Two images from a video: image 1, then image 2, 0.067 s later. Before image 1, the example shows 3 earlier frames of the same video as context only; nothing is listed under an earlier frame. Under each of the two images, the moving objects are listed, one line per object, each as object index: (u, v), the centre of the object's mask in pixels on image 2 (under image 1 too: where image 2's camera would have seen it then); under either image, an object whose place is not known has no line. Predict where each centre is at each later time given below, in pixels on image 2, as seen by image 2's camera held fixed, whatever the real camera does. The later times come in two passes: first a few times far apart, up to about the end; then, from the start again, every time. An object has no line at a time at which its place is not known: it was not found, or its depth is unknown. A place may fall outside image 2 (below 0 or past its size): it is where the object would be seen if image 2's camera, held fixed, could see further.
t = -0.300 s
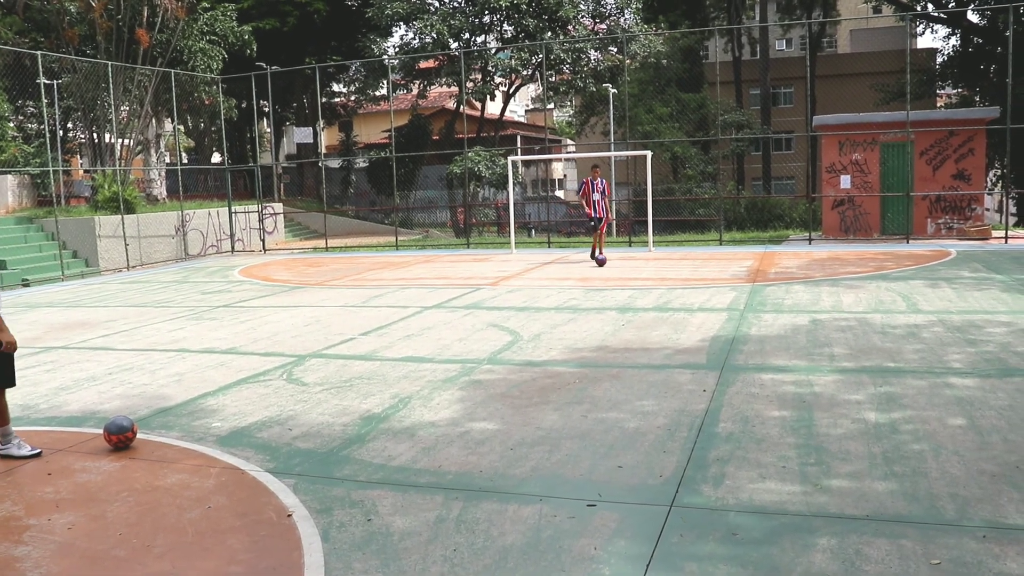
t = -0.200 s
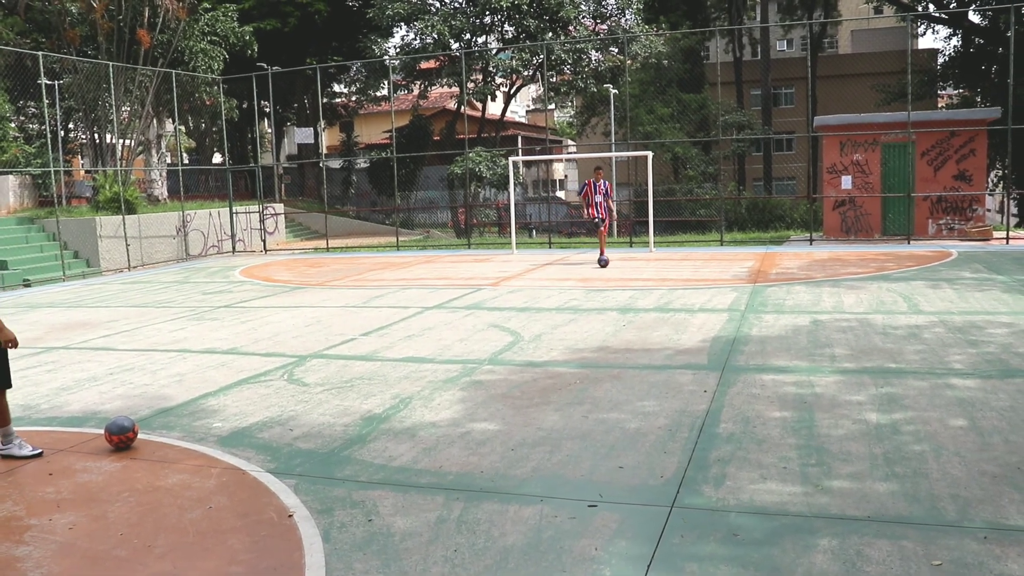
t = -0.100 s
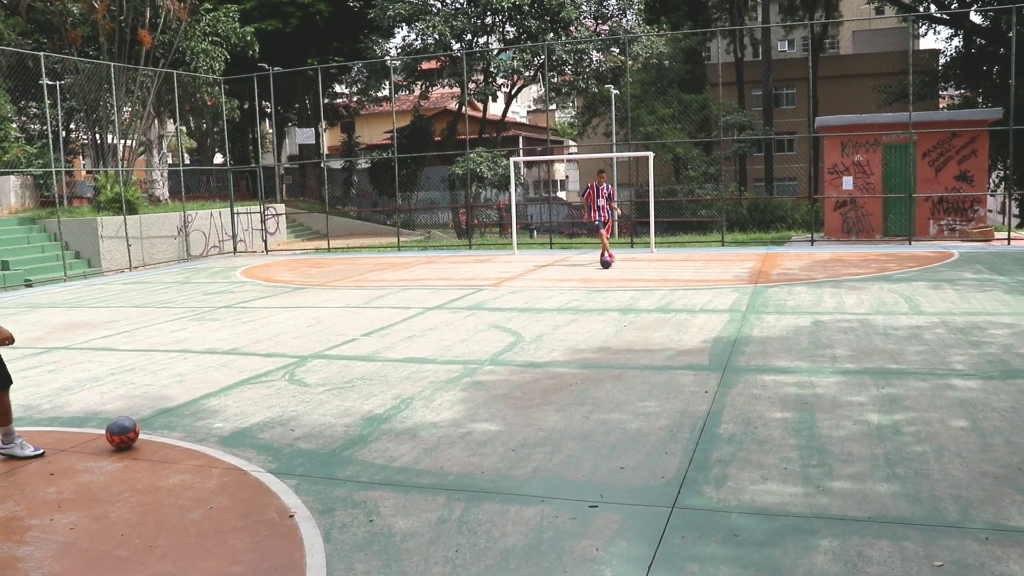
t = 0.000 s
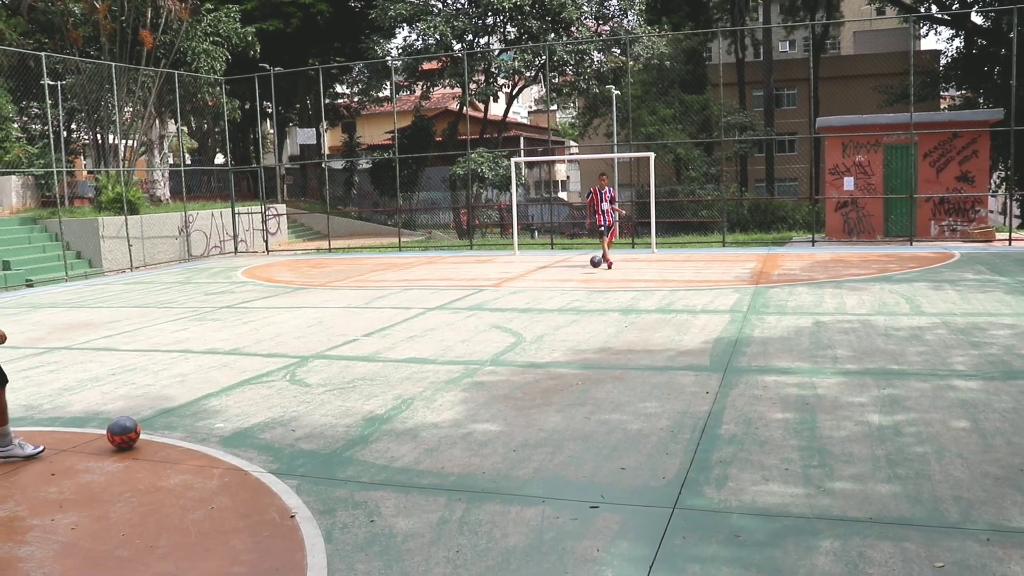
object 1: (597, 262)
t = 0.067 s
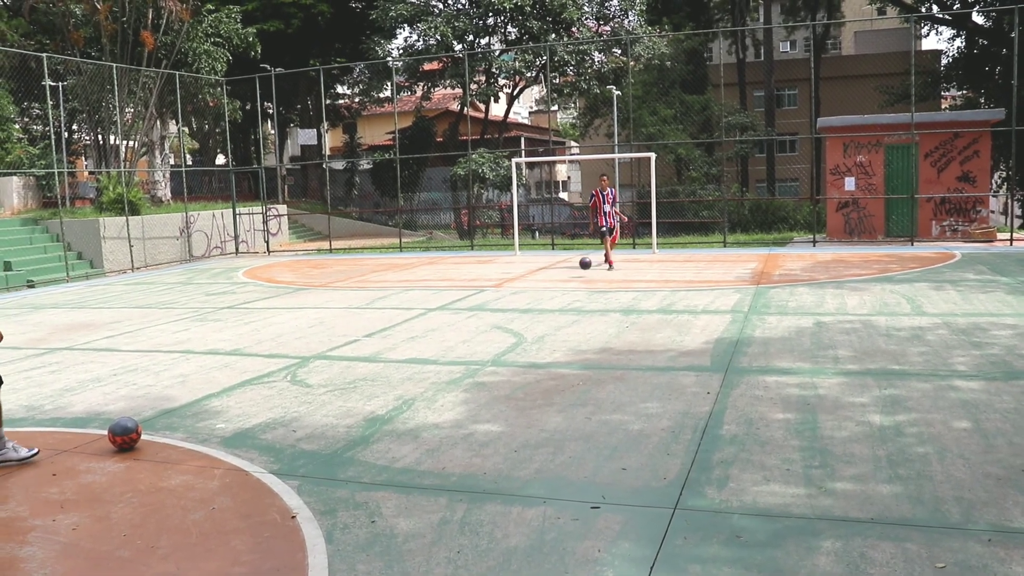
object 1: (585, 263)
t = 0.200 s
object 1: (560, 275)
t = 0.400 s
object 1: (524, 283)
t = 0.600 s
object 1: (492, 293)
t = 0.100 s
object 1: (579, 265)
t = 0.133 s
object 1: (573, 267)
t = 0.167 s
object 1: (566, 271)
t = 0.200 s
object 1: (560, 275)
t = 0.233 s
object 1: (553, 280)
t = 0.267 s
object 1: (548, 279)
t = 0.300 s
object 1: (542, 279)
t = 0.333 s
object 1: (536, 280)
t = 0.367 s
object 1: (530, 281)
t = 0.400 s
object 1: (524, 283)
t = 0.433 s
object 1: (518, 287)
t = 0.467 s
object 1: (512, 291)
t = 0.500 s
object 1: (507, 293)
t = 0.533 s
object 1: (502, 291)
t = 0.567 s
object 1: (497, 292)
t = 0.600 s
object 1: (492, 293)
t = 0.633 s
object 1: (487, 294)
